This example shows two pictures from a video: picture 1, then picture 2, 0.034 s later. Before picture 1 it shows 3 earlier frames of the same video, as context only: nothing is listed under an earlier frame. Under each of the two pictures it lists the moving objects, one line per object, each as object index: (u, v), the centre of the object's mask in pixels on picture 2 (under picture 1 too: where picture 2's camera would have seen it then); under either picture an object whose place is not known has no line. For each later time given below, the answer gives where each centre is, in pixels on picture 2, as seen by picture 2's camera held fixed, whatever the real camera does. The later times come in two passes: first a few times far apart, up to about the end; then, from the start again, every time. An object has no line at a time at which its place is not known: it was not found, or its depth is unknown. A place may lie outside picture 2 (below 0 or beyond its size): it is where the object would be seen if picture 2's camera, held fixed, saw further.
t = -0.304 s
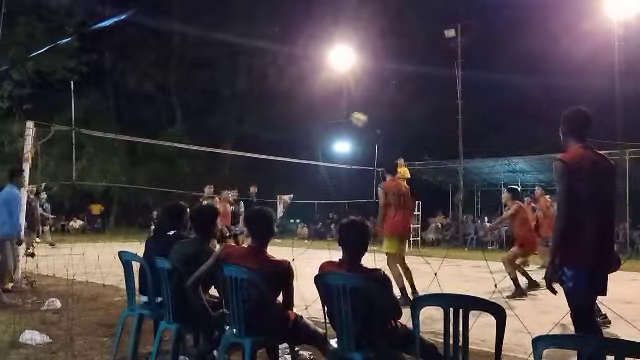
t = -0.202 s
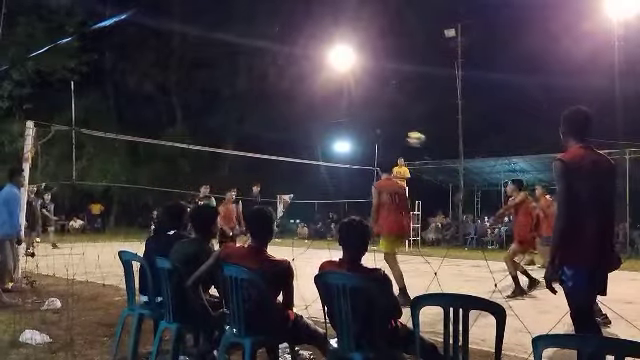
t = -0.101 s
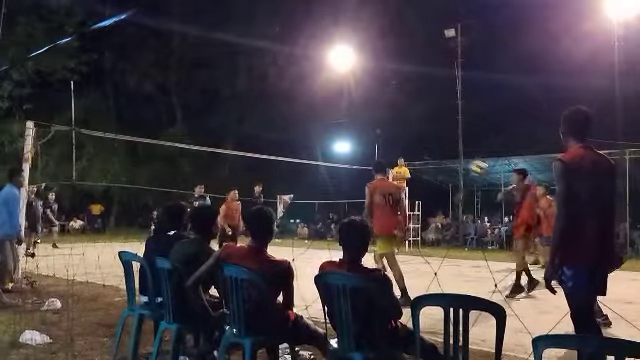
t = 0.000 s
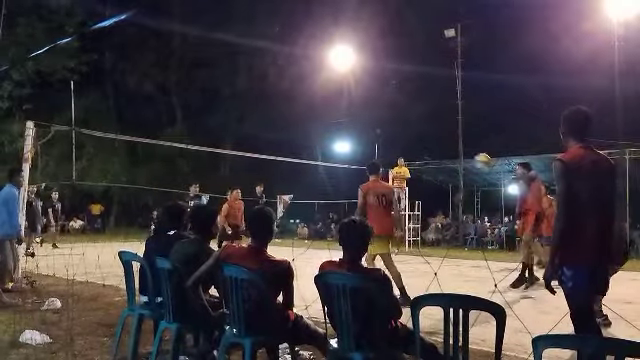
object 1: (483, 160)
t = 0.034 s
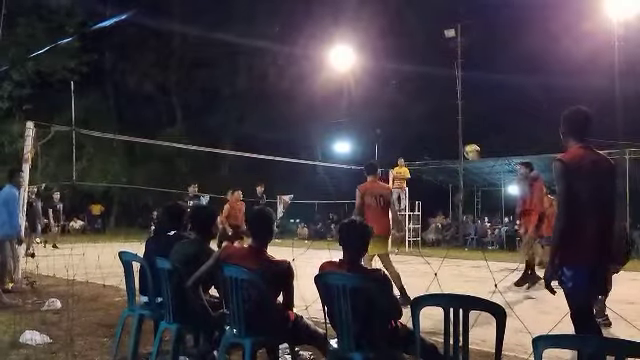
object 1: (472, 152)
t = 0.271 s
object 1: (402, 111)
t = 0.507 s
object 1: (347, 109)
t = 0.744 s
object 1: (302, 137)
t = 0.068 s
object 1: (460, 143)
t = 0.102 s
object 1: (450, 135)
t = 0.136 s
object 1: (439, 128)
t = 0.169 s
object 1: (429, 122)
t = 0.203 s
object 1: (420, 118)
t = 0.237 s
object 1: (411, 114)
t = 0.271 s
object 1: (402, 111)
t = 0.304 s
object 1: (394, 108)
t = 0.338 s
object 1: (385, 107)
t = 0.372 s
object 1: (377, 106)
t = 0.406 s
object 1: (369, 106)
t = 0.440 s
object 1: (362, 106)
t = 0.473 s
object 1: (354, 108)
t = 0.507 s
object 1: (347, 109)
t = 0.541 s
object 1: (340, 112)
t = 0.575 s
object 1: (334, 115)
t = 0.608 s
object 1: (327, 119)
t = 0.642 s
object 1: (321, 122)
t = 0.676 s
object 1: (314, 126)
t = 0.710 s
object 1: (308, 131)
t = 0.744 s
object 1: (302, 137)
